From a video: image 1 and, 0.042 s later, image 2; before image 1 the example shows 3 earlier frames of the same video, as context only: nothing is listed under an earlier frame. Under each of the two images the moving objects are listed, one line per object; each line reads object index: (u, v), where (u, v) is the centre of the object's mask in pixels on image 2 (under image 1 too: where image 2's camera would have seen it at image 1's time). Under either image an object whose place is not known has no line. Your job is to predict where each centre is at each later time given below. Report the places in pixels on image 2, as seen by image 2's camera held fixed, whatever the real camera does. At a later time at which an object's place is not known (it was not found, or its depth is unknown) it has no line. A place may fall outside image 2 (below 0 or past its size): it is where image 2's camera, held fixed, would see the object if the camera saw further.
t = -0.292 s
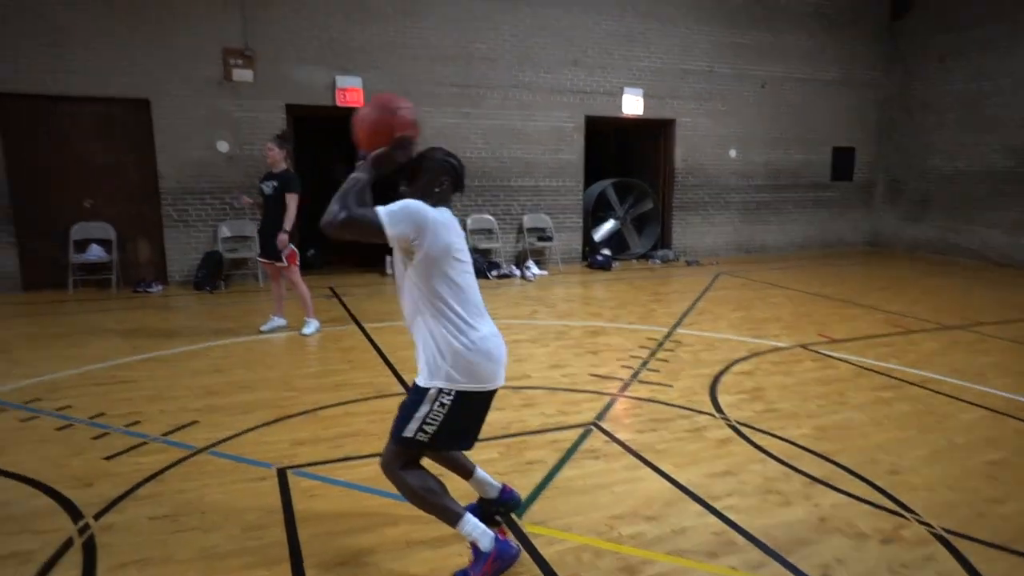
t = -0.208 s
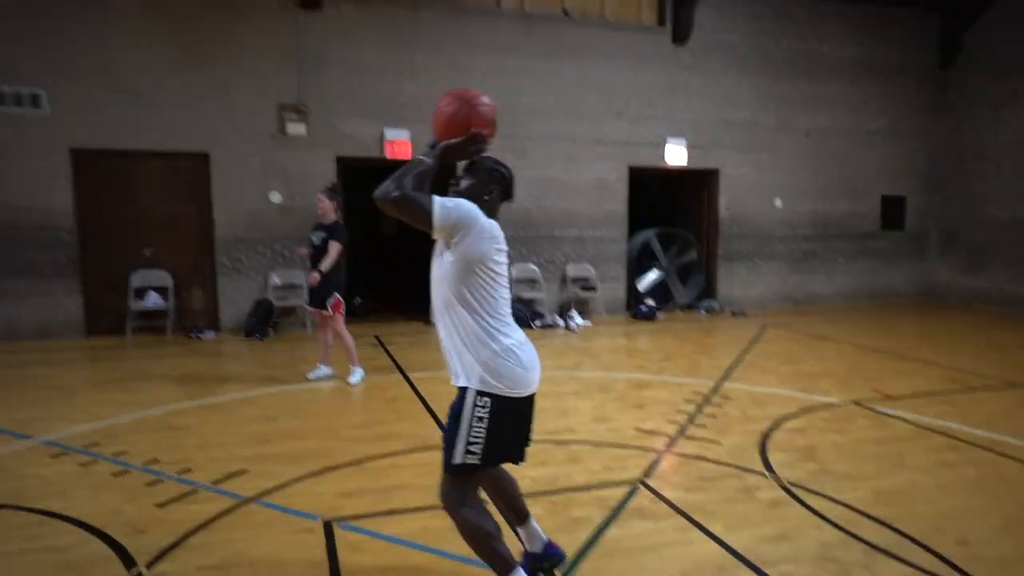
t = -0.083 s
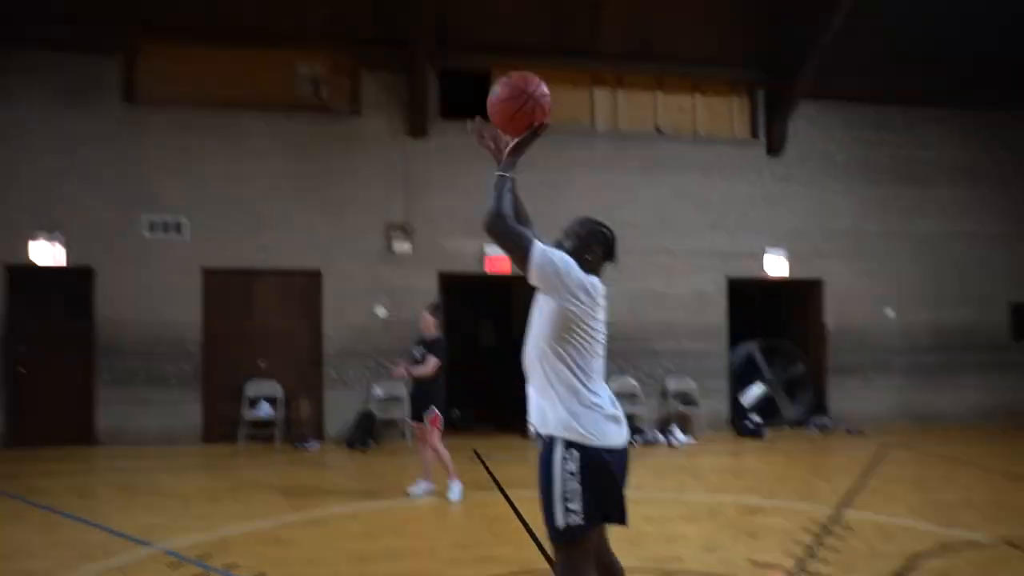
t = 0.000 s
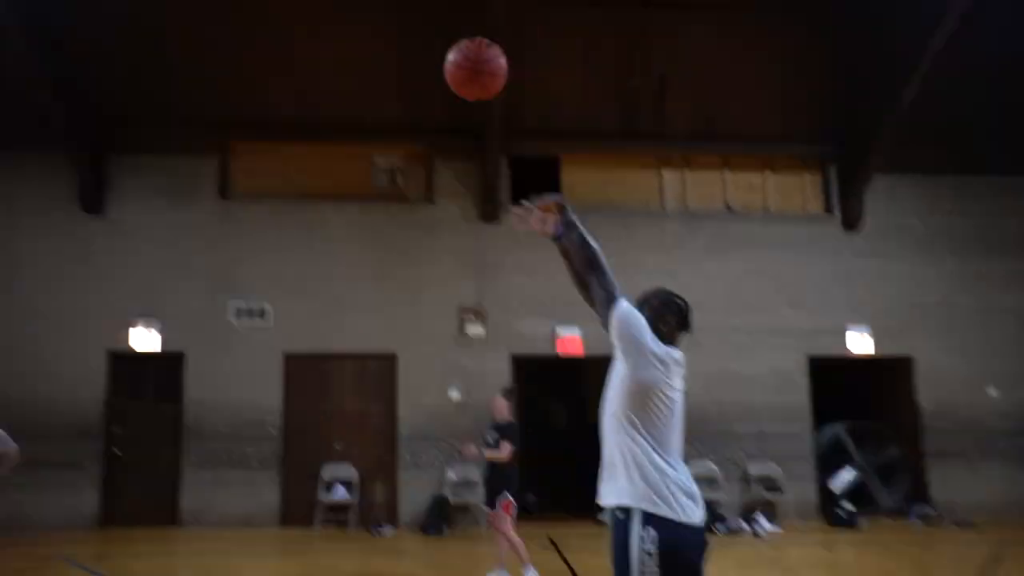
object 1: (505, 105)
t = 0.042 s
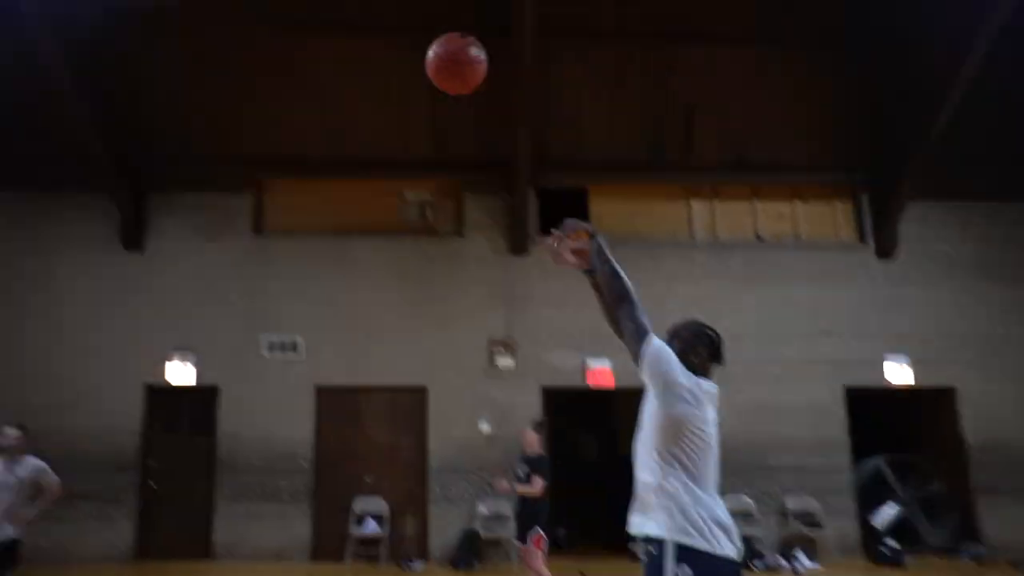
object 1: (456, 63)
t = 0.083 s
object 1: (387, 8)
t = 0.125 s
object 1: (342, -25)
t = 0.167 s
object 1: (274, -70)
